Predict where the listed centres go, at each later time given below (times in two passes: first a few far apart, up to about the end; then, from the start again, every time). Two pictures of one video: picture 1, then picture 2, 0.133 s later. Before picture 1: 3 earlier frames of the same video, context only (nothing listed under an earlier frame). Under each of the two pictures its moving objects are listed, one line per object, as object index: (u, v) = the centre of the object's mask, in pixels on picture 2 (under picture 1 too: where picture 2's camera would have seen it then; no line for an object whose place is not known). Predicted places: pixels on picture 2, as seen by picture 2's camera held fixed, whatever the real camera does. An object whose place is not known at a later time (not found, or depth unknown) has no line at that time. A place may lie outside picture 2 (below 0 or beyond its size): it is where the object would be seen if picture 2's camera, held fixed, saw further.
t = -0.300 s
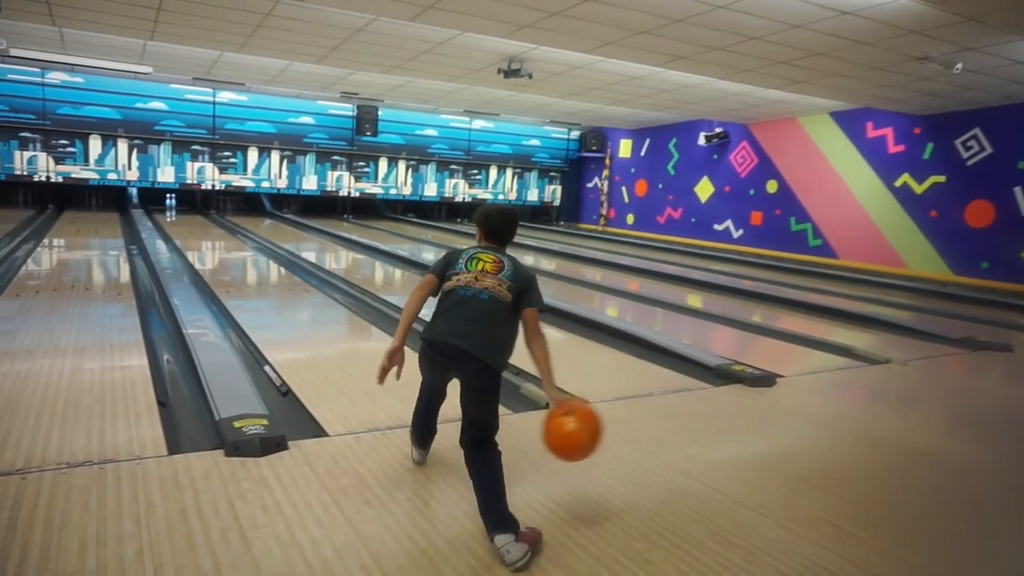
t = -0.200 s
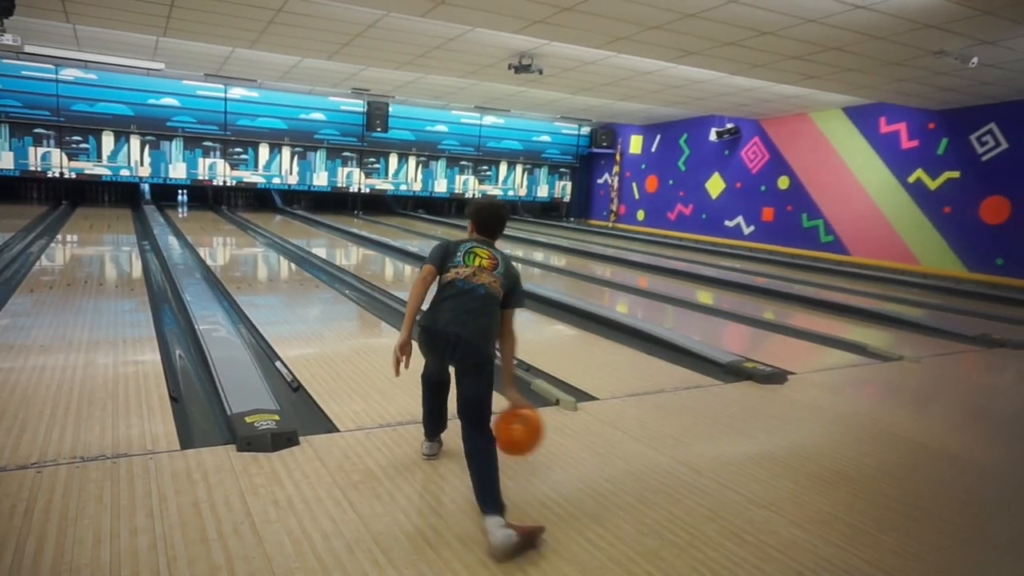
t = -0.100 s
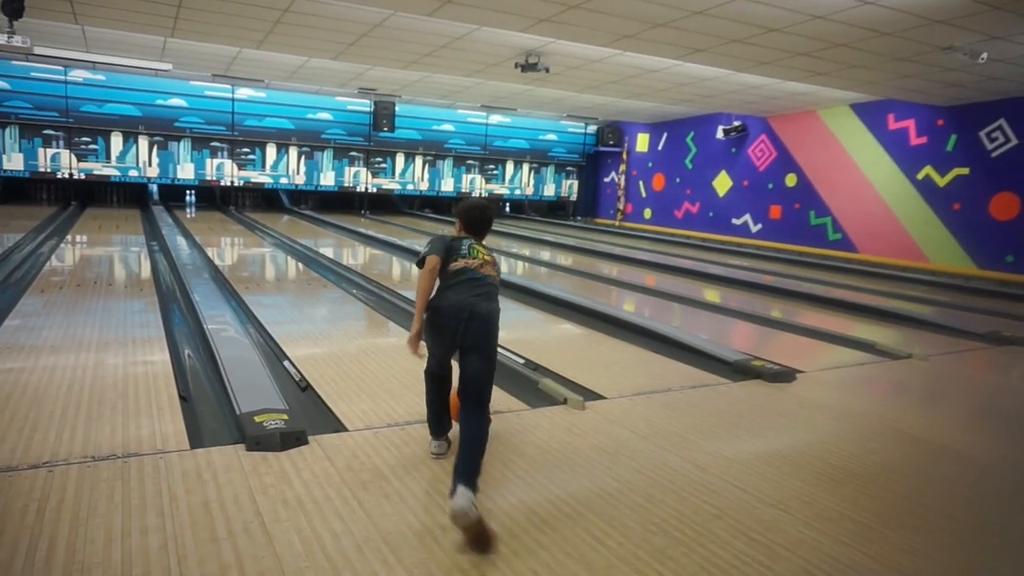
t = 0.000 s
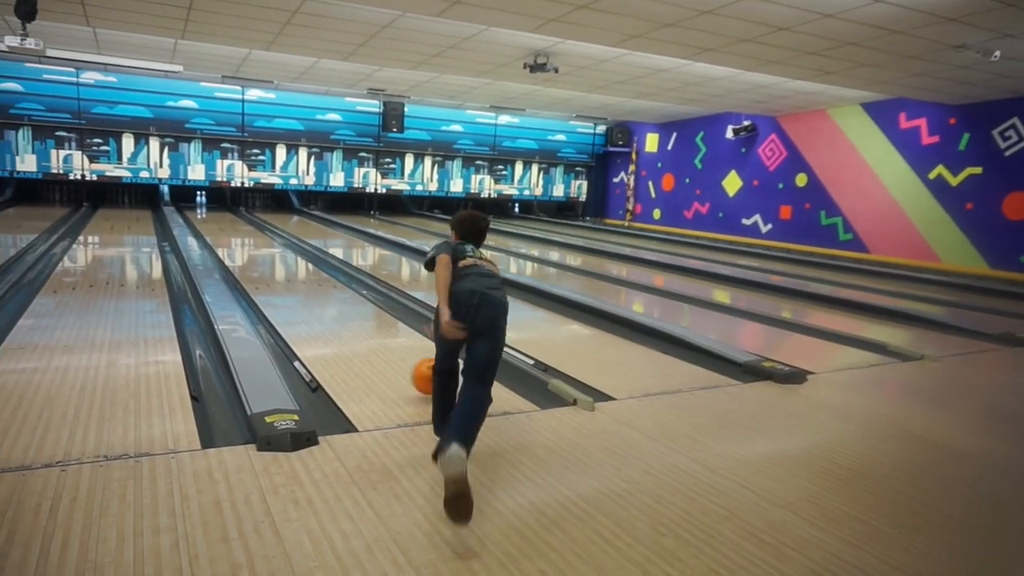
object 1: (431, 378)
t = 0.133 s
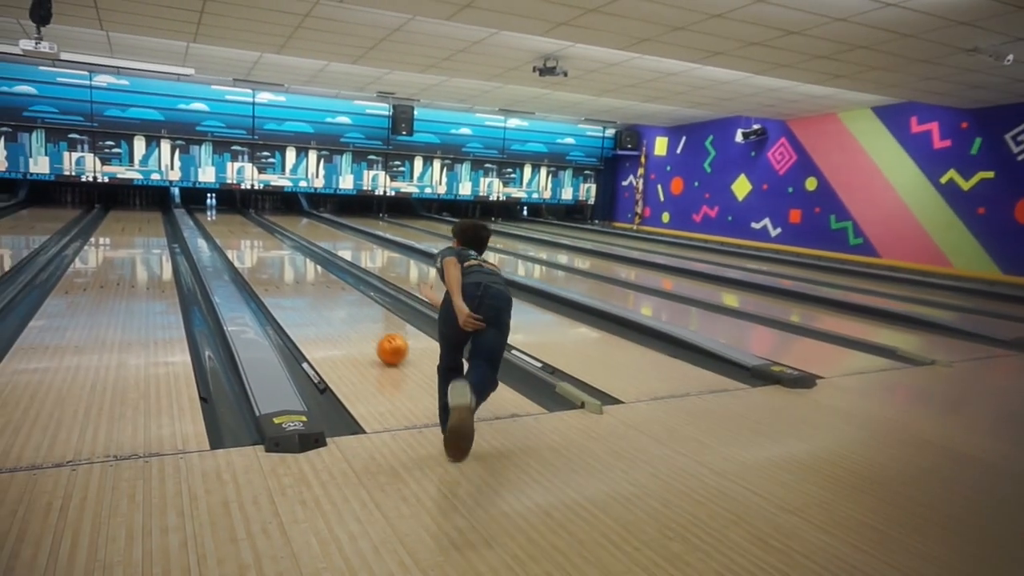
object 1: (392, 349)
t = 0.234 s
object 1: (366, 329)
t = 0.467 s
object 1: (324, 296)
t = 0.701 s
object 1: (295, 274)
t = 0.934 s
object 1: (274, 257)
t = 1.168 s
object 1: (258, 245)
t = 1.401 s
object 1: (246, 236)
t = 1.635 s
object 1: (237, 229)
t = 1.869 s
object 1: (229, 223)
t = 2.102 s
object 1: (223, 218)
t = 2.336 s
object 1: (217, 213)
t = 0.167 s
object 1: (383, 342)
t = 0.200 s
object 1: (374, 336)
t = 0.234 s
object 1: (366, 329)
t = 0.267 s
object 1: (359, 323)
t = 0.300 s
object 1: (352, 319)
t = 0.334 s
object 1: (345, 313)
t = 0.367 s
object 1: (340, 309)
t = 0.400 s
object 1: (334, 304)
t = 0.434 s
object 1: (328, 300)
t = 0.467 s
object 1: (324, 296)
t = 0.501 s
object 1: (319, 292)
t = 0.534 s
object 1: (314, 289)
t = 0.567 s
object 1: (310, 286)
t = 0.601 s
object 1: (306, 282)
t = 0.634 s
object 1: (302, 279)
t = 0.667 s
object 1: (298, 276)
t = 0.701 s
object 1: (295, 274)
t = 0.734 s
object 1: (291, 271)
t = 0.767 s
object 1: (288, 268)
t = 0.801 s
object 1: (285, 266)
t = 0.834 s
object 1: (282, 263)
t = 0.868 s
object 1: (279, 261)
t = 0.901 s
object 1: (277, 259)
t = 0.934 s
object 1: (274, 257)
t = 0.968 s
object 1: (272, 256)
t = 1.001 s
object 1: (269, 254)
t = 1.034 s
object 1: (267, 252)
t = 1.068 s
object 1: (265, 250)
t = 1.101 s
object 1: (263, 249)
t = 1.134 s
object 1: (261, 247)
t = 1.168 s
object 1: (258, 245)
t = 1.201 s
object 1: (257, 244)
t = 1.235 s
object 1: (255, 243)
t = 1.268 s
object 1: (253, 241)
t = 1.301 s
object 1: (252, 240)
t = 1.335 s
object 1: (249, 238)
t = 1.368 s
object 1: (248, 237)
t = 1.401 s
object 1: (246, 236)
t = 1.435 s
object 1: (245, 235)
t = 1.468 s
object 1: (243, 234)
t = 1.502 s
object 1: (242, 233)
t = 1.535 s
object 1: (240, 231)
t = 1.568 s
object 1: (239, 231)
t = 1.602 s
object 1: (238, 230)
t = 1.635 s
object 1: (237, 229)
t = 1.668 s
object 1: (235, 228)
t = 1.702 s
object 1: (234, 227)
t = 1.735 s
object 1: (233, 226)
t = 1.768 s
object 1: (232, 225)
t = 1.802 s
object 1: (231, 224)
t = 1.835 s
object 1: (230, 224)
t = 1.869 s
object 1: (229, 223)
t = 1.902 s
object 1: (228, 222)
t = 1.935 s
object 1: (227, 222)
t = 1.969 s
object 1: (226, 221)
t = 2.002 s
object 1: (225, 220)
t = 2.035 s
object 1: (224, 219)
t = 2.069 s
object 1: (223, 218)
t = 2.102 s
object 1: (223, 218)
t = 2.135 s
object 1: (222, 217)
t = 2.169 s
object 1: (220, 216)
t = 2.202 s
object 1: (220, 216)
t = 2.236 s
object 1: (219, 215)
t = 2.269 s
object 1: (219, 215)
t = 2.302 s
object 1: (218, 214)
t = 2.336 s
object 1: (217, 213)
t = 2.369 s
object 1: (216, 213)
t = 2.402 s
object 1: (216, 213)
